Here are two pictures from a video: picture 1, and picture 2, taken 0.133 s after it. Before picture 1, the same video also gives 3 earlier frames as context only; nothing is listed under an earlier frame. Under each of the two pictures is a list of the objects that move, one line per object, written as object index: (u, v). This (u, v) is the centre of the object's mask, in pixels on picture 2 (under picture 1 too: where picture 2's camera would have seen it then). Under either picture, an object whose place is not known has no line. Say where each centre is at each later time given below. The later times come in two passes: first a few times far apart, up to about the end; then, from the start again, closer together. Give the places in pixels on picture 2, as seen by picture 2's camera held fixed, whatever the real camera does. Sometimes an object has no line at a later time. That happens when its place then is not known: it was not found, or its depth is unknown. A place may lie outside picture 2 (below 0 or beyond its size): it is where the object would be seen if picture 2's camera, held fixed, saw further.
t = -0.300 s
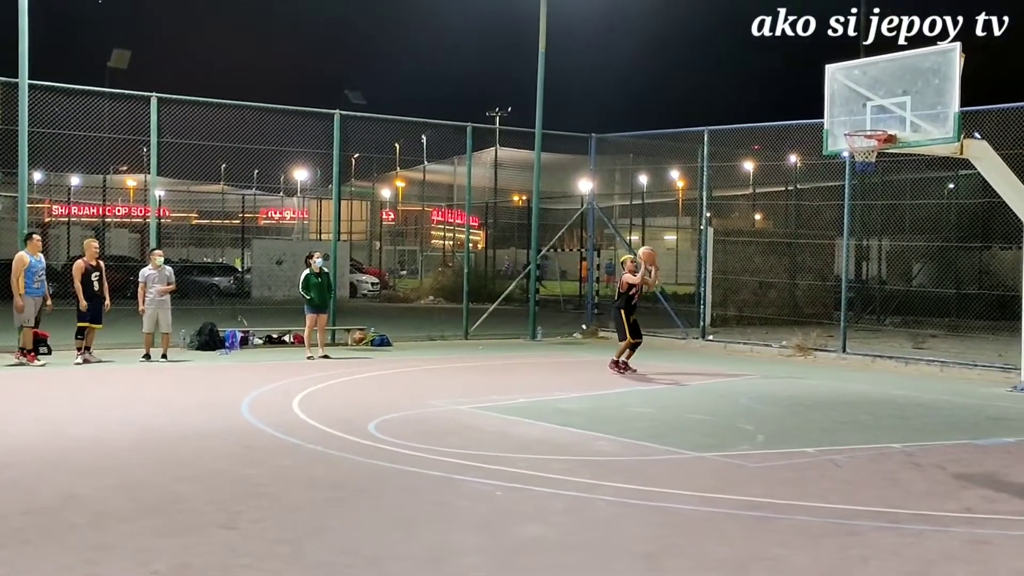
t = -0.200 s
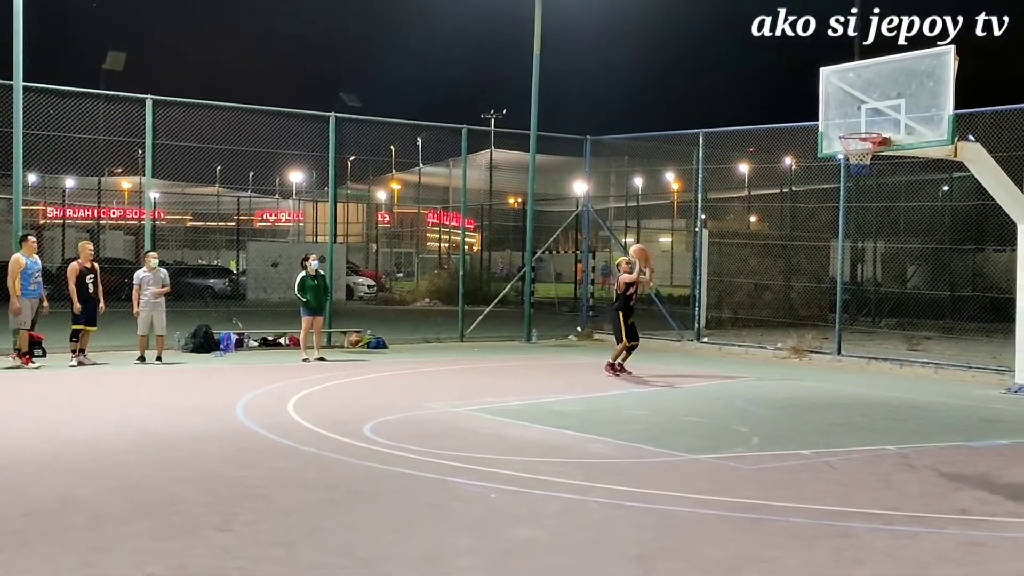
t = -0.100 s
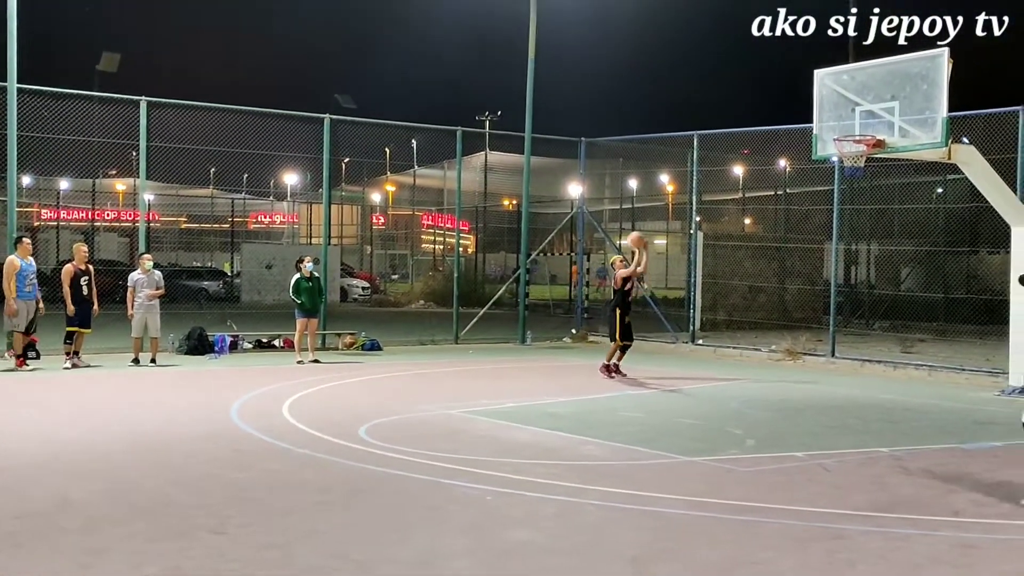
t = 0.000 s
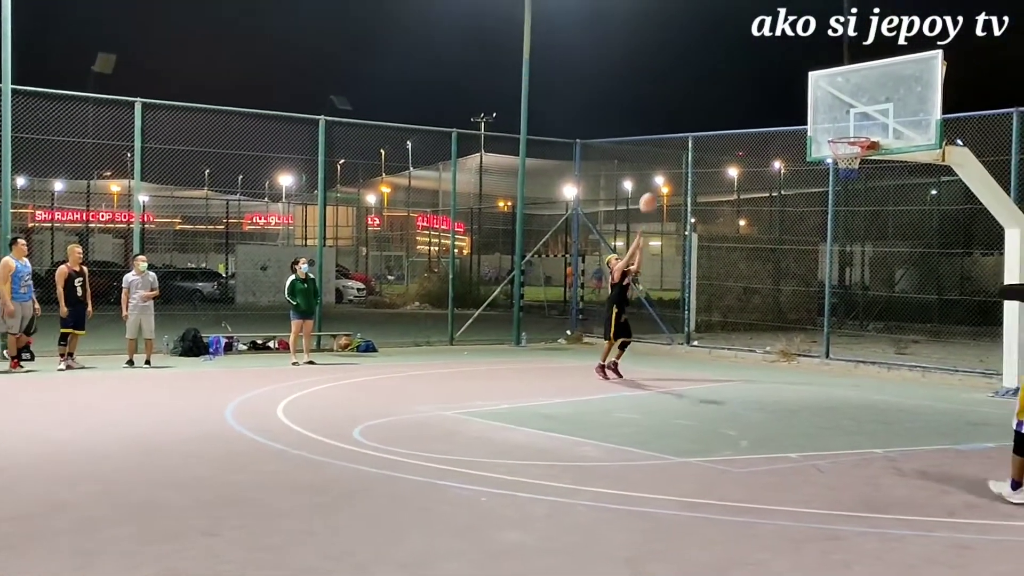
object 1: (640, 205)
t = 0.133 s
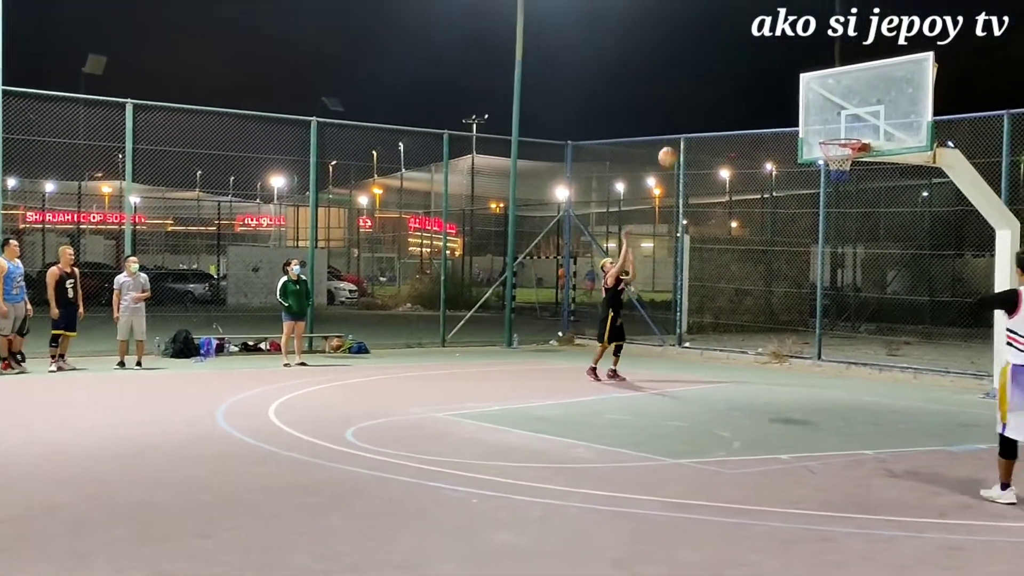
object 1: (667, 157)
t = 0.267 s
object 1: (695, 120)
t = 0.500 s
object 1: (748, 85)
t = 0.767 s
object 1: (814, 96)
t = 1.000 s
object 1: (847, 116)
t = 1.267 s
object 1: (813, 88)
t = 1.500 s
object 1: (780, 116)
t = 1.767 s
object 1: (738, 213)
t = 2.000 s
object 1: (706, 359)
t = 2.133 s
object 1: (692, 384)
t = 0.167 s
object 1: (674, 146)
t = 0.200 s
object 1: (681, 137)
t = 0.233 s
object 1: (688, 128)
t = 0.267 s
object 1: (695, 120)
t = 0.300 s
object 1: (703, 113)
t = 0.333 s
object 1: (710, 106)
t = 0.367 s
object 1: (717, 100)
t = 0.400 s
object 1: (725, 95)
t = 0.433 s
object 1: (733, 91)
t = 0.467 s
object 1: (740, 88)
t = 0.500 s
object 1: (748, 85)
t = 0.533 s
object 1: (756, 83)
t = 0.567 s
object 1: (764, 82)
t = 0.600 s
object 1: (772, 82)
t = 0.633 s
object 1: (780, 83)
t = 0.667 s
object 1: (788, 85)
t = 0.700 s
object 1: (795, 87)
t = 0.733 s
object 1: (804, 91)
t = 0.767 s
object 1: (814, 96)
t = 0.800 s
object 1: (823, 102)
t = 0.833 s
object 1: (831, 108)
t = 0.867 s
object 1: (839, 116)
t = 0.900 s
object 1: (848, 124)
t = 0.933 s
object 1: (855, 132)
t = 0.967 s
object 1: (851, 124)
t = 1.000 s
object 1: (847, 116)
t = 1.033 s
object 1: (843, 109)
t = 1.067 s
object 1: (839, 104)
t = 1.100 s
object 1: (834, 98)
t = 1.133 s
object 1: (831, 94)
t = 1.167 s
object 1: (826, 91)
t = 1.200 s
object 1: (822, 90)
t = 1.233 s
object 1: (817, 88)
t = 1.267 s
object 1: (813, 88)
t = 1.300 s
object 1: (808, 89)
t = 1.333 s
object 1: (803, 91)
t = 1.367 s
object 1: (798, 94)
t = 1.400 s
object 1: (794, 98)
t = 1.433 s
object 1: (789, 103)
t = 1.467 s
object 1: (785, 109)
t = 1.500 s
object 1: (780, 116)
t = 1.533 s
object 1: (775, 125)
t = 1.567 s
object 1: (770, 134)
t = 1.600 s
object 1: (764, 144)
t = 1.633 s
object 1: (760, 156)
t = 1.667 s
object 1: (754, 169)
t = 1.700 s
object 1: (749, 182)
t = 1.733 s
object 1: (743, 197)
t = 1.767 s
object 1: (738, 213)
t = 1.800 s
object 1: (733, 231)
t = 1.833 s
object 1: (729, 249)
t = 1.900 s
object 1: (721, 289)
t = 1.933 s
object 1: (715, 311)
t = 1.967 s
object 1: (711, 333)
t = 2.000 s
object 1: (706, 359)
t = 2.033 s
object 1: (701, 386)
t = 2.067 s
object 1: (696, 413)
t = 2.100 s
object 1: (693, 402)
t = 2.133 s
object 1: (692, 384)
